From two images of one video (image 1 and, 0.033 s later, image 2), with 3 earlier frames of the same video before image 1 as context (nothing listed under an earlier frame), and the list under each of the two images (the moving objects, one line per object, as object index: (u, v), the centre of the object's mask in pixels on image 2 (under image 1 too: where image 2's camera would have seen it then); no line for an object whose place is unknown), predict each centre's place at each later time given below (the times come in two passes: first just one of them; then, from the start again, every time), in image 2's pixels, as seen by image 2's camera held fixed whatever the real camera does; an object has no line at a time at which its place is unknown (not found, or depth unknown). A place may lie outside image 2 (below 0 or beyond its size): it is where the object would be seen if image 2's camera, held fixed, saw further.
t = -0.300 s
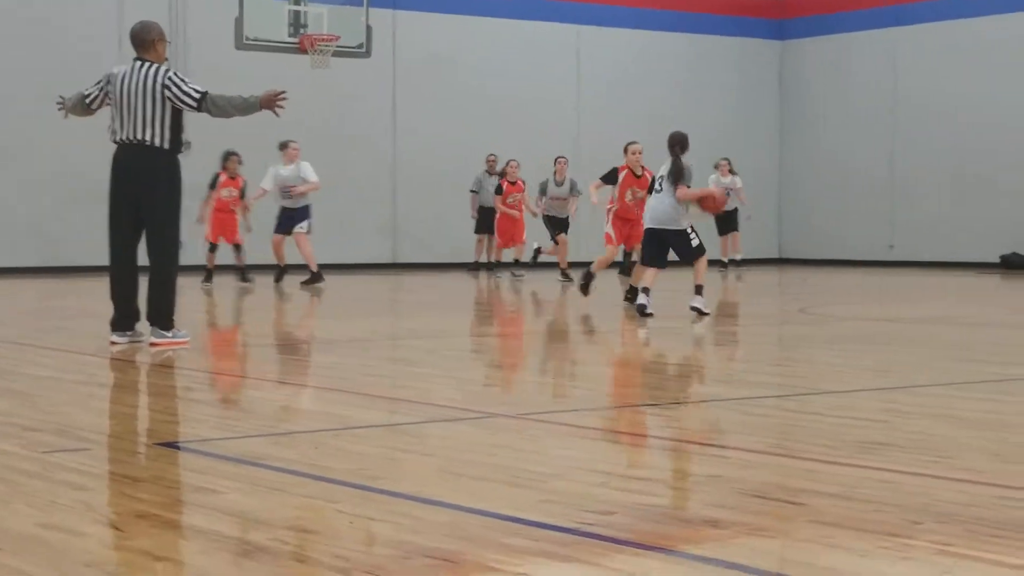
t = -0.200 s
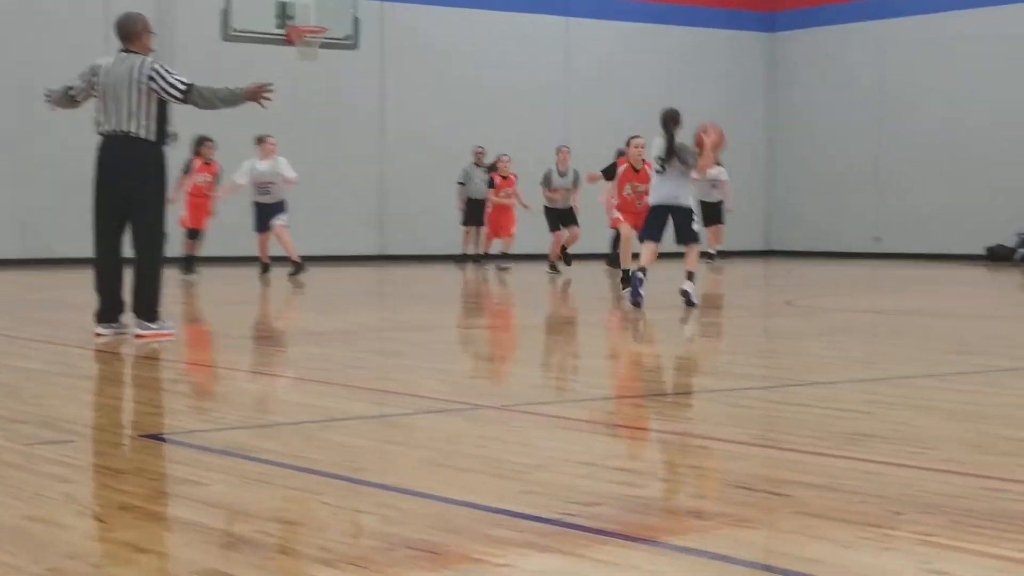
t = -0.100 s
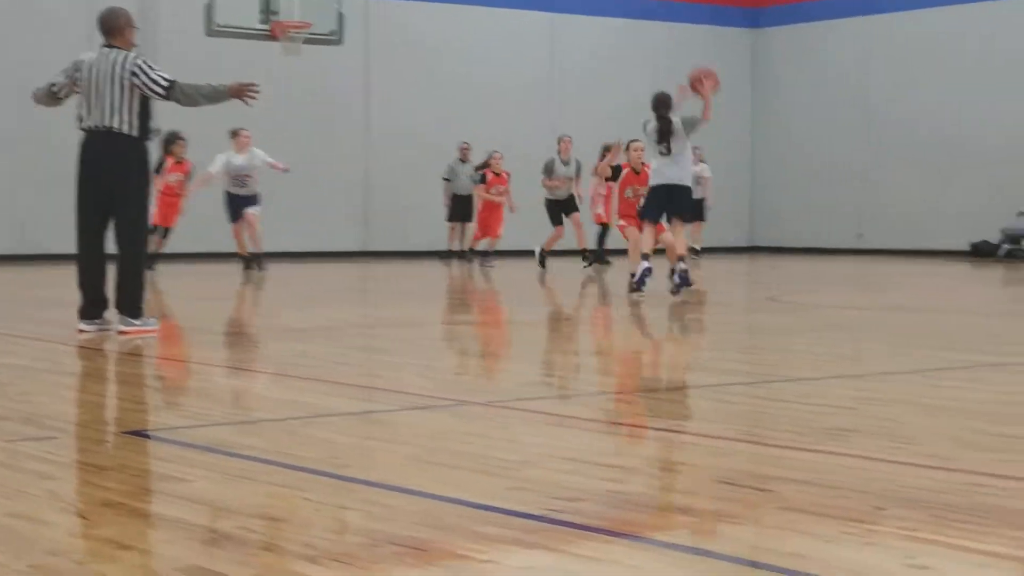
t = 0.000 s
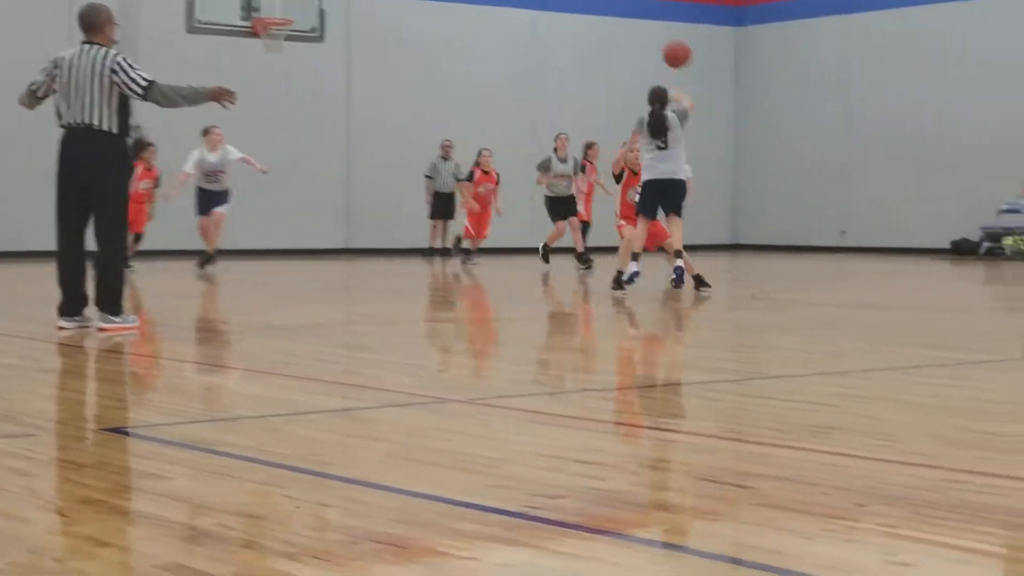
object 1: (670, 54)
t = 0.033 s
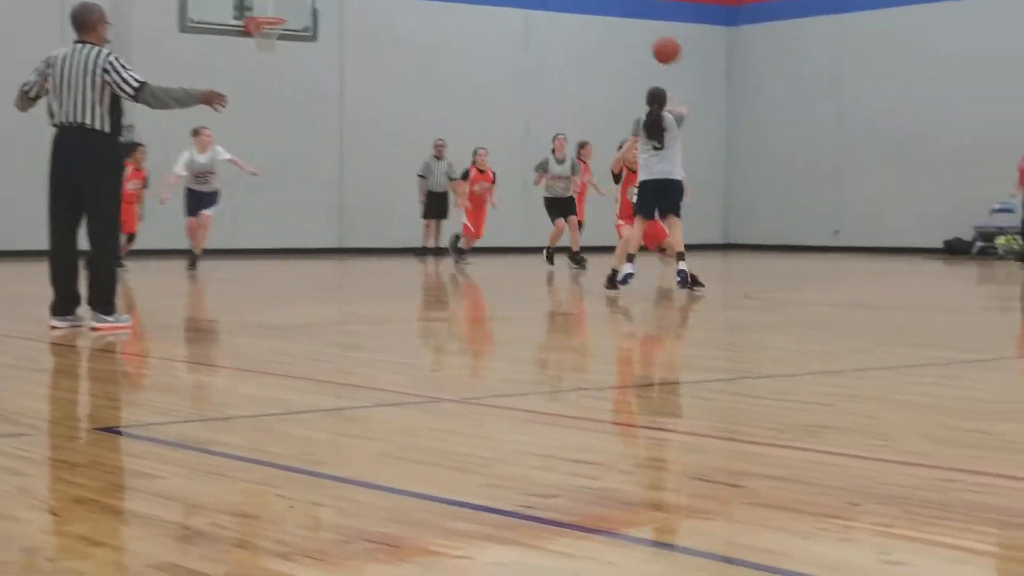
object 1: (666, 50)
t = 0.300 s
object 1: (640, 68)
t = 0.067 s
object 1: (663, 48)
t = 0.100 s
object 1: (659, 47)
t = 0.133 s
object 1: (655, 48)
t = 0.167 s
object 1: (652, 50)
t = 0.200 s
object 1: (649, 53)
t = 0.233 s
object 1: (645, 57)
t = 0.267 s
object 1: (642, 62)
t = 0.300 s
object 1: (640, 68)
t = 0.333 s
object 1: (637, 75)
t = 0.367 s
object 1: (634, 82)
